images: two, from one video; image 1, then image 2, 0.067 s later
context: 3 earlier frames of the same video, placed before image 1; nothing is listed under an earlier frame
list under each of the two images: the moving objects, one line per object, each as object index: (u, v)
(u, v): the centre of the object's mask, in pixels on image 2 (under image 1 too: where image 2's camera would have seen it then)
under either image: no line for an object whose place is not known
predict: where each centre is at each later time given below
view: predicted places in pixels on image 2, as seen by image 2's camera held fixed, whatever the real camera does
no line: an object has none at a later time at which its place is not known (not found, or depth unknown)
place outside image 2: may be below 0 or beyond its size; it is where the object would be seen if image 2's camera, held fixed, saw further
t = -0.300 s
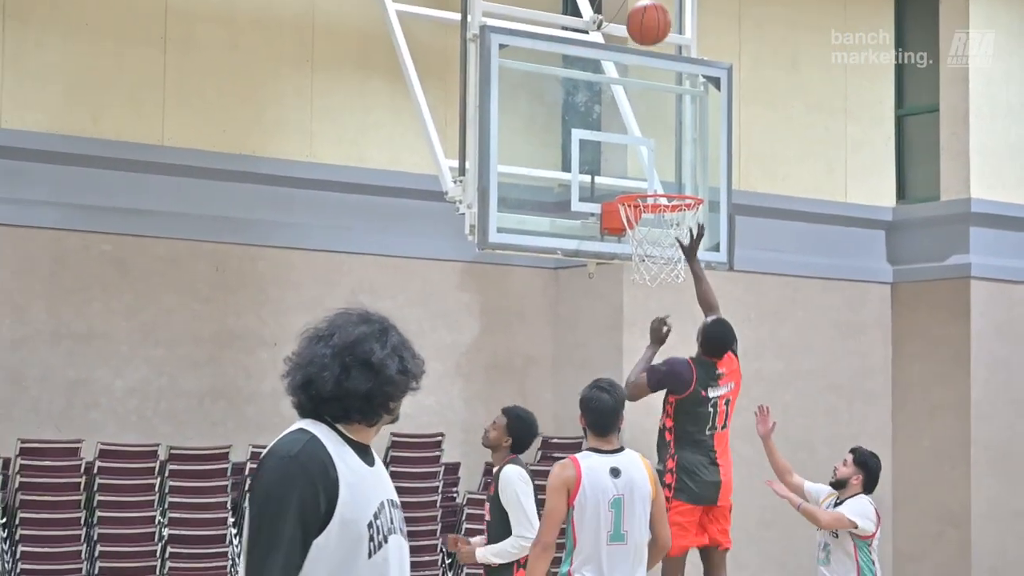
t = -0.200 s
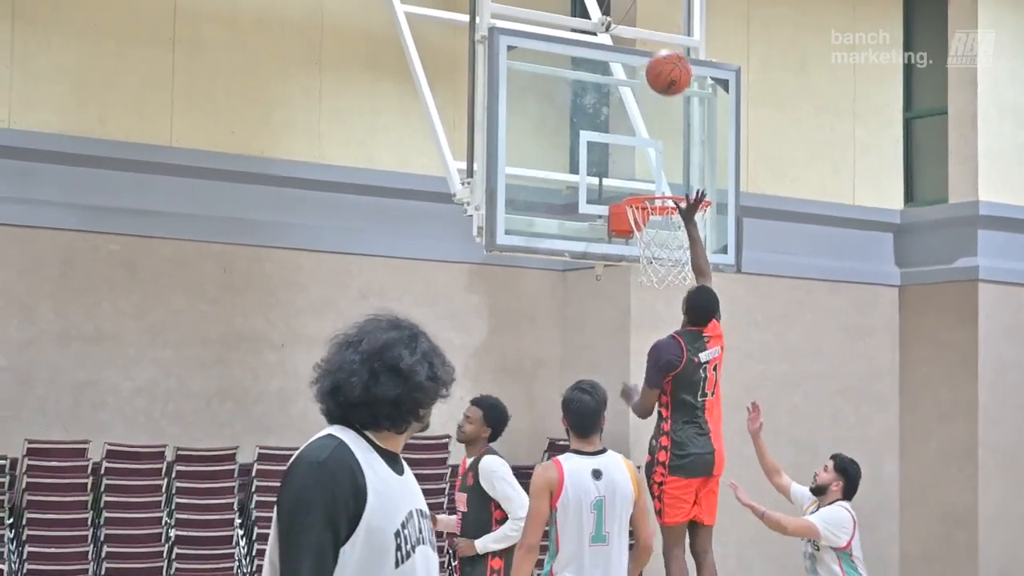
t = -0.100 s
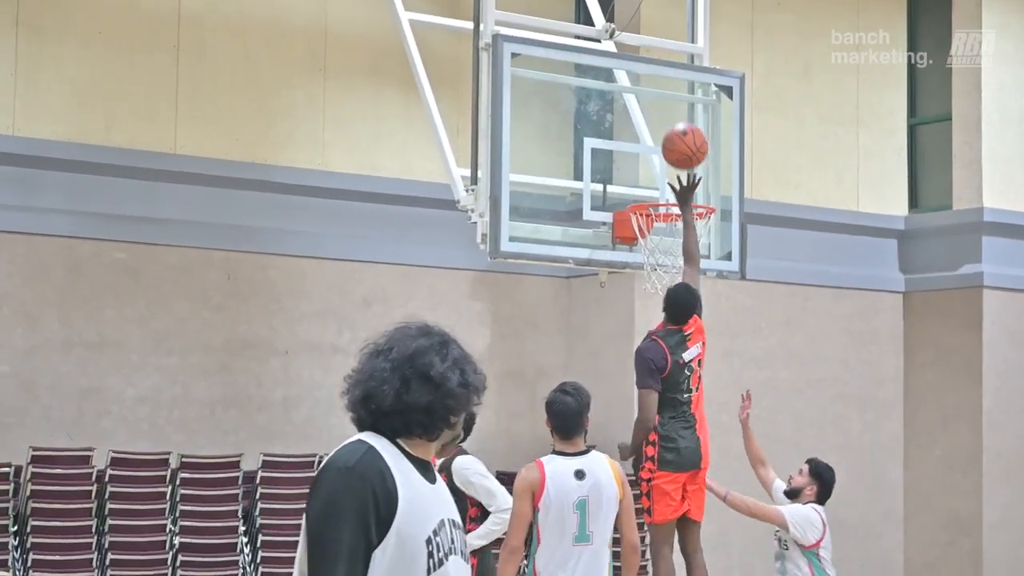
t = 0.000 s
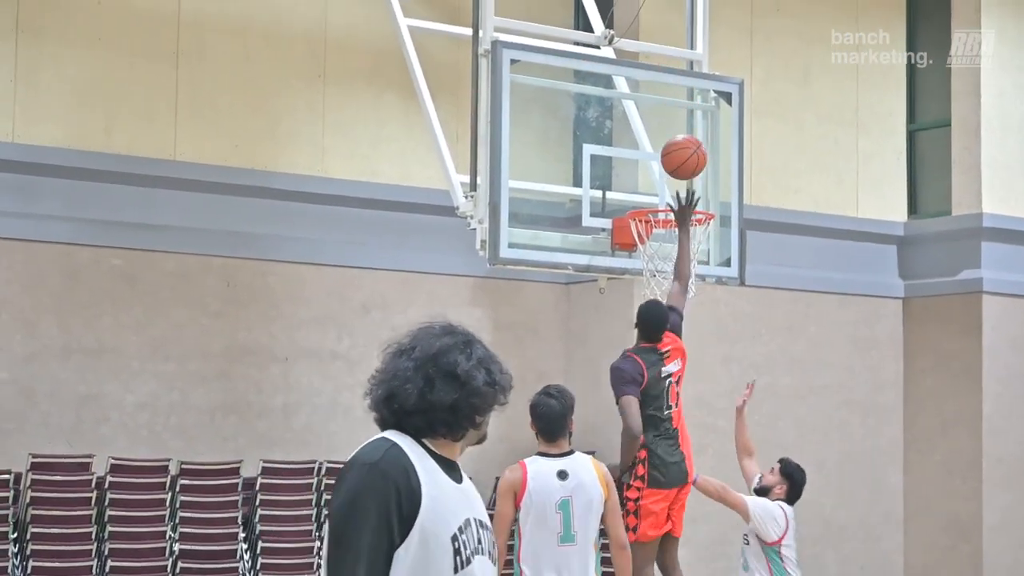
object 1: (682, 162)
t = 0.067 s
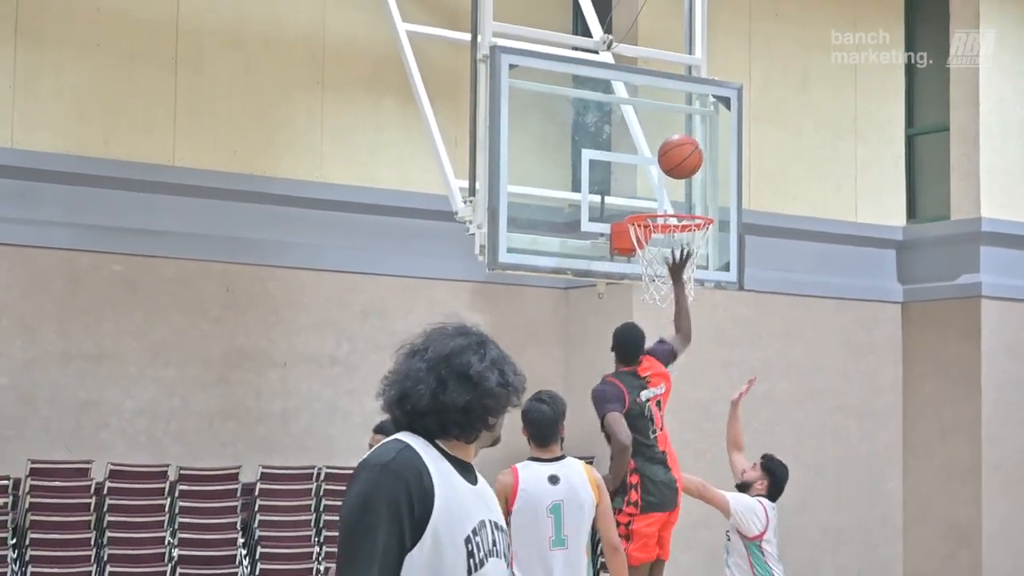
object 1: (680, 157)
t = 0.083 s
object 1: (679, 156)
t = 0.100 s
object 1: (679, 157)
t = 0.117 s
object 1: (679, 158)
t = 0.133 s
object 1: (678, 158)
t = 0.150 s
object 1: (678, 161)
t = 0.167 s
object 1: (678, 163)
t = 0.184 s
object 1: (677, 166)
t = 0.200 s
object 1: (677, 169)
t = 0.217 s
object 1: (676, 173)
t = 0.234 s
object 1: (675, 177)
